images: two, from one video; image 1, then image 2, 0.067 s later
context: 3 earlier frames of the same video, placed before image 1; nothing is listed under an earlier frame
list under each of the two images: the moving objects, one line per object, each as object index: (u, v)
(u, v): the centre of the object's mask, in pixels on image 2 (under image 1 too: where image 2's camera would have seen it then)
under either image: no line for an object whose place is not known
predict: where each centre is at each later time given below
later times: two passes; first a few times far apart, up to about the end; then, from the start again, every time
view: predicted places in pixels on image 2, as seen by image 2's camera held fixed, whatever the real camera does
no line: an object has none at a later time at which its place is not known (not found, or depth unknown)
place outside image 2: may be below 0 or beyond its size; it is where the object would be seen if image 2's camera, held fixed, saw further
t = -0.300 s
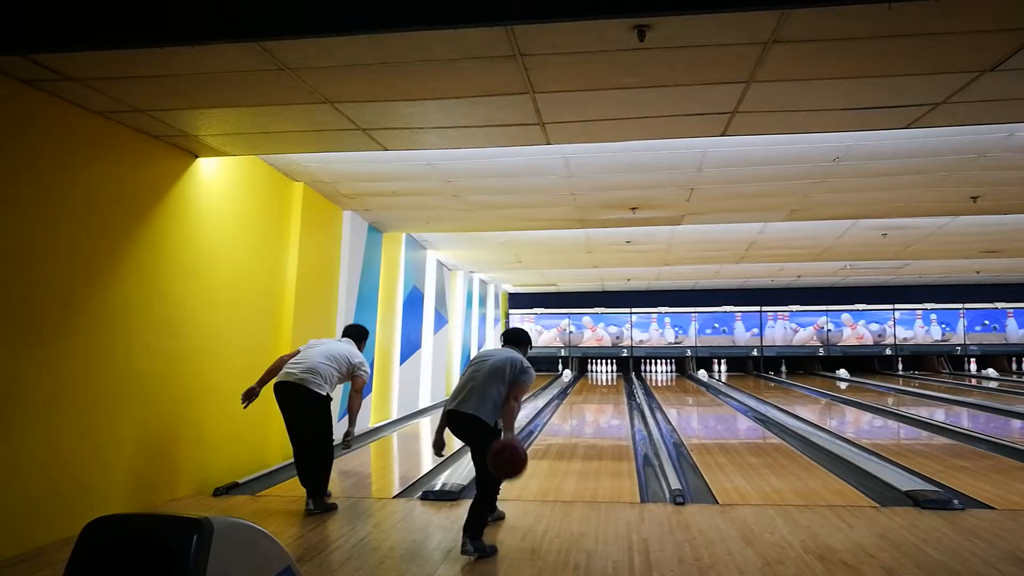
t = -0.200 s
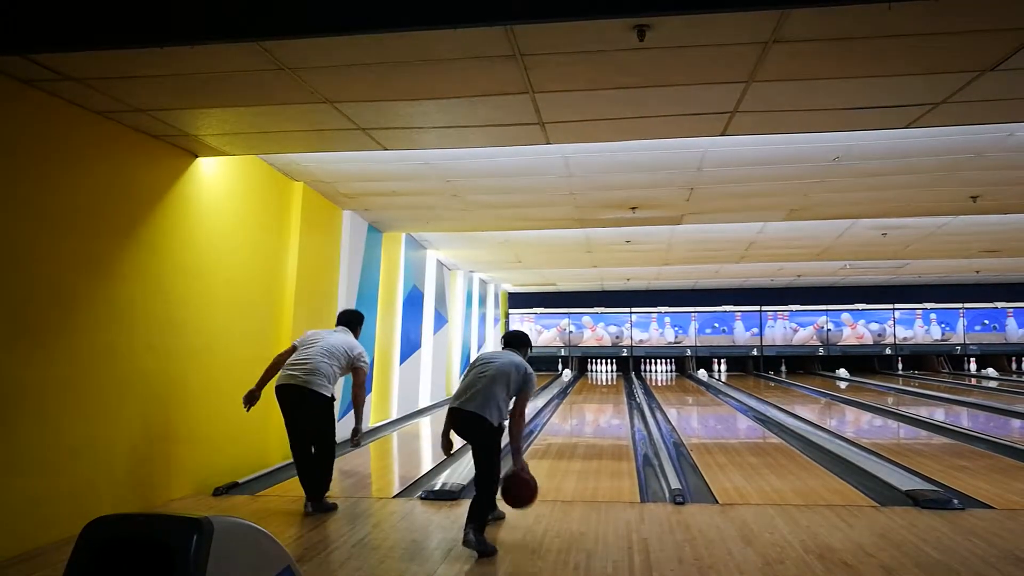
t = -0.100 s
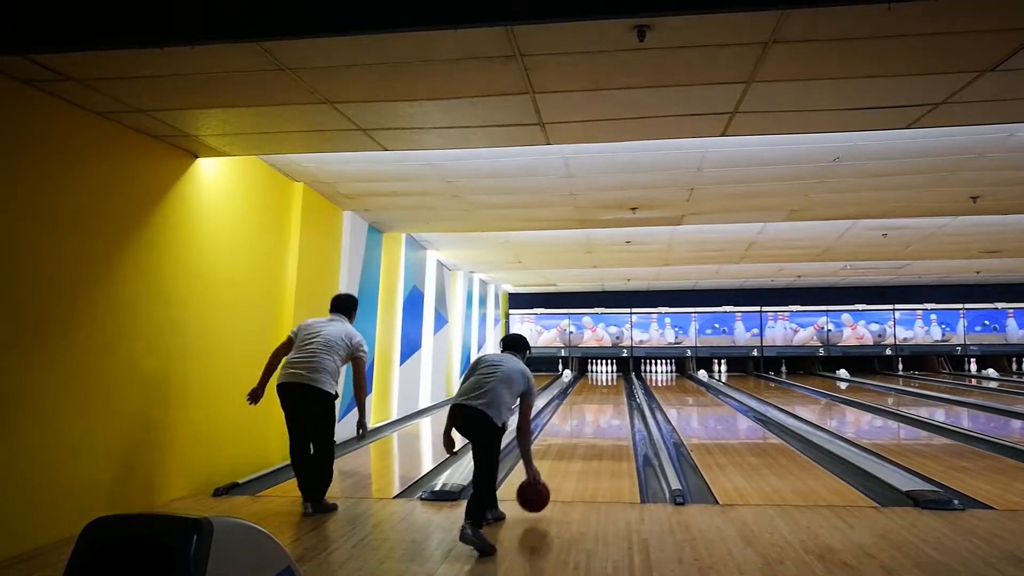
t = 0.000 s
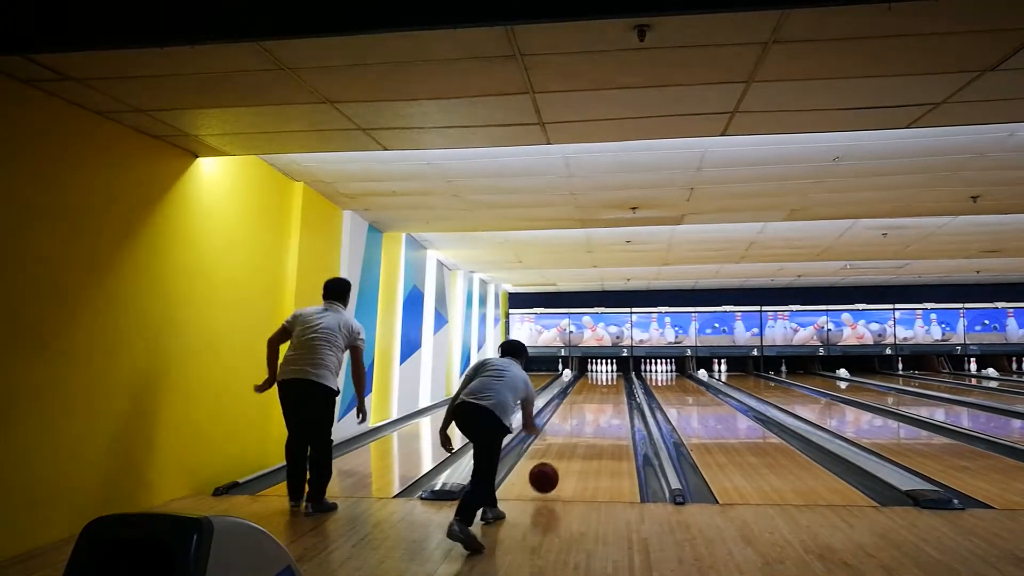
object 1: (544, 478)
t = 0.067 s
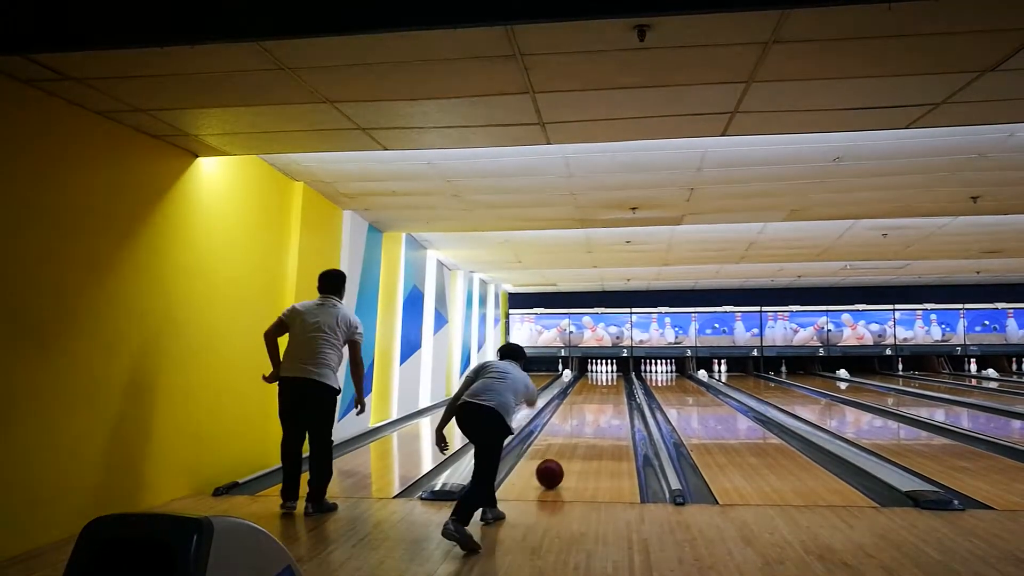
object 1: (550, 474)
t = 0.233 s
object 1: (561, 454)
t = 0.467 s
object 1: (572, 434)
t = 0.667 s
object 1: (579, 421)
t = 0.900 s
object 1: (585, 410)
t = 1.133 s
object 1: (590, 401)
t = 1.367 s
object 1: (593, 395)
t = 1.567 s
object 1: (595, 390)
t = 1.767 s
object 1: (597, 386)
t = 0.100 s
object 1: (552, 469)
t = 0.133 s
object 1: (555, 465)
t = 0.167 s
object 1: (557, 461)
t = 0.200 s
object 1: (559, 458)
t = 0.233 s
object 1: (561, 454)
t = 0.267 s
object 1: (563, 456)
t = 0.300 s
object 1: (565, 452)
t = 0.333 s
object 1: (566, 446)
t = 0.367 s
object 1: (568, 442)
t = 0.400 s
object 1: (570, 439)
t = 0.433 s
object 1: (571, 436)
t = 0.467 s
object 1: (572, 434)
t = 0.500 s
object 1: (574, 431)
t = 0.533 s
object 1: (575, 429)
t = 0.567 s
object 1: (576, 427)
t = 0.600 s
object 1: (577, 425)
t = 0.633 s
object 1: (578, 423)
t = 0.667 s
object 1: (579, 421)
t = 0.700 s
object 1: (580, 419)
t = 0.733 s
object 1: (581, 417)
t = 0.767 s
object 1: (582, 416)
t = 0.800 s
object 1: (583, 414)
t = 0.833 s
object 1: (584, 413)
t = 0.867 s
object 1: (584, 411)
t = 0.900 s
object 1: (585, 410)
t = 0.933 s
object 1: (586, 408)
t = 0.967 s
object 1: (587, 407)
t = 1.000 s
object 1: (587, 406)
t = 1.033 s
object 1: (588, 404)
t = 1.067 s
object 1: (588, 403)
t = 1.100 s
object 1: (589, 402)
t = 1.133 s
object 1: (590, 401)
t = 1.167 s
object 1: (590, 400)
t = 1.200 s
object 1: (591, 399)
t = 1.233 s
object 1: (591, 398)
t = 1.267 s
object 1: (592, 398)
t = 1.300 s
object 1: (592, 396)
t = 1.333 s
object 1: (593, 396)
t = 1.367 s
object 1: (593, 395)
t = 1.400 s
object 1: (594, 394)
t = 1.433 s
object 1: (594, 393)
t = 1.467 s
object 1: (595, 392)
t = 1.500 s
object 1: (595, 391)
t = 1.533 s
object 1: (595, 391)
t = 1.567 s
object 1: (595, 390)
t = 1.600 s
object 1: (596, 389)
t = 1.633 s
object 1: (596, 389)
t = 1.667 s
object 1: (596, 388)
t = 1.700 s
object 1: (597, 387)
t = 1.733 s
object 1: (597, 386)
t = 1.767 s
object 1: (597, 386)
